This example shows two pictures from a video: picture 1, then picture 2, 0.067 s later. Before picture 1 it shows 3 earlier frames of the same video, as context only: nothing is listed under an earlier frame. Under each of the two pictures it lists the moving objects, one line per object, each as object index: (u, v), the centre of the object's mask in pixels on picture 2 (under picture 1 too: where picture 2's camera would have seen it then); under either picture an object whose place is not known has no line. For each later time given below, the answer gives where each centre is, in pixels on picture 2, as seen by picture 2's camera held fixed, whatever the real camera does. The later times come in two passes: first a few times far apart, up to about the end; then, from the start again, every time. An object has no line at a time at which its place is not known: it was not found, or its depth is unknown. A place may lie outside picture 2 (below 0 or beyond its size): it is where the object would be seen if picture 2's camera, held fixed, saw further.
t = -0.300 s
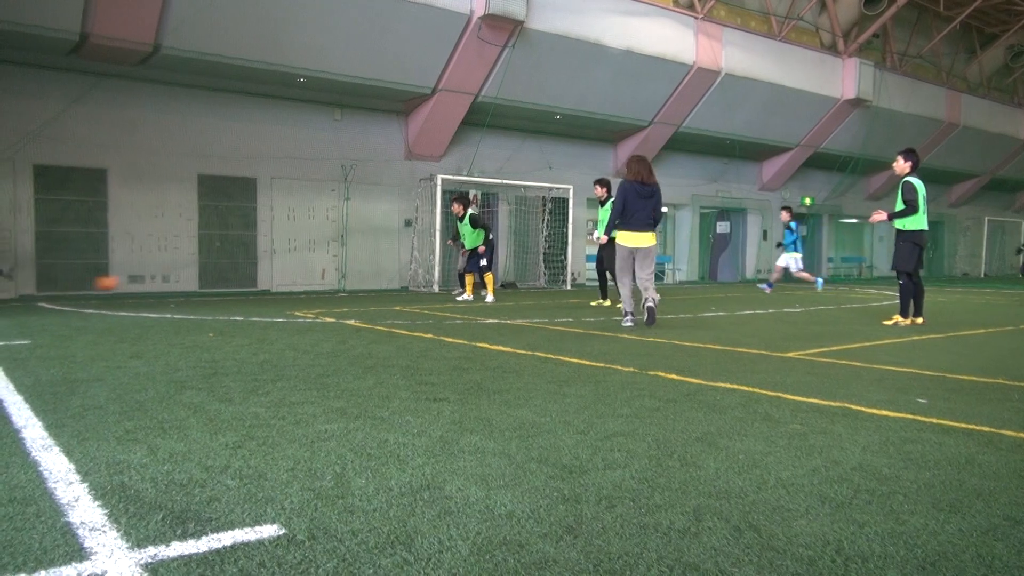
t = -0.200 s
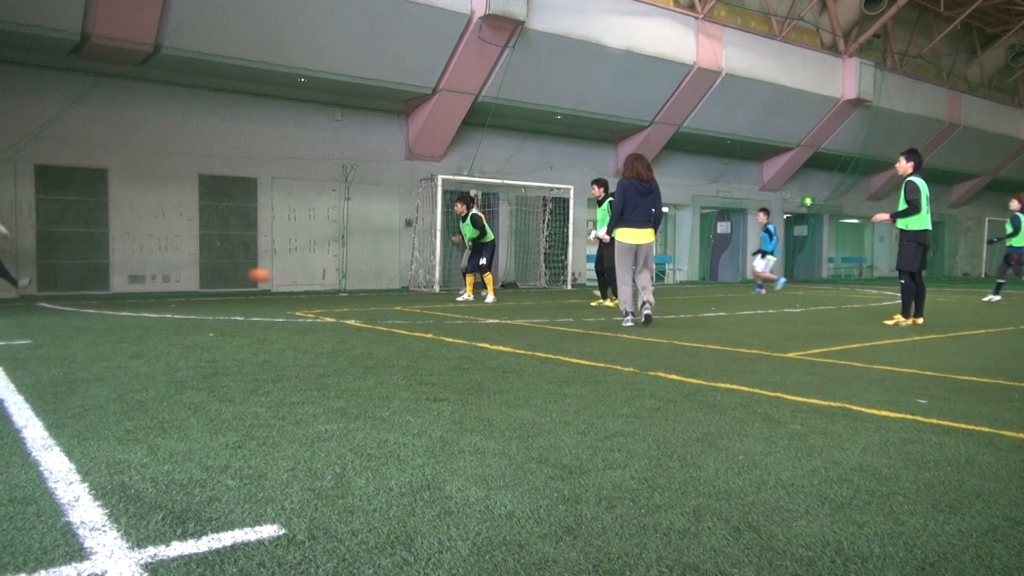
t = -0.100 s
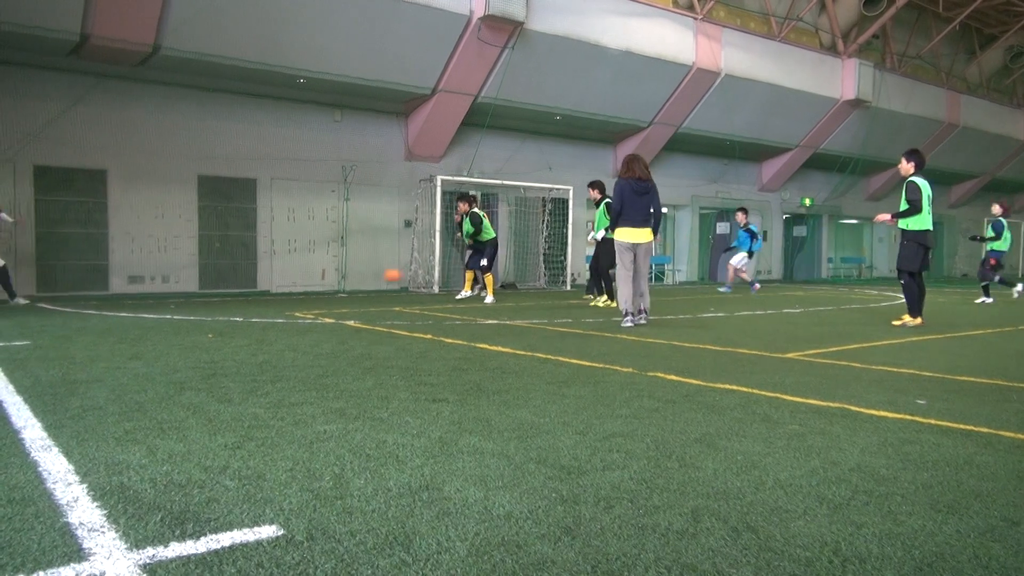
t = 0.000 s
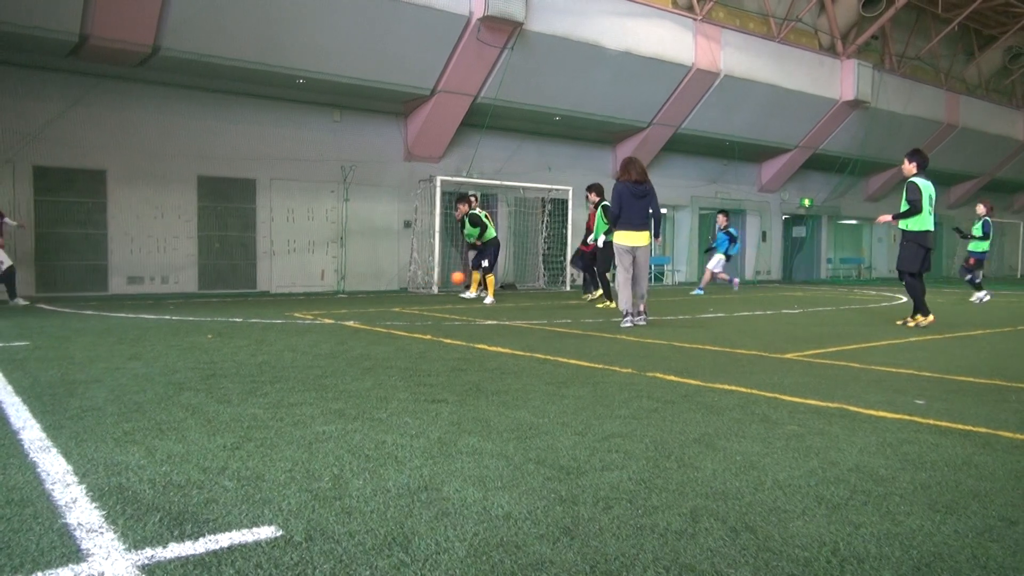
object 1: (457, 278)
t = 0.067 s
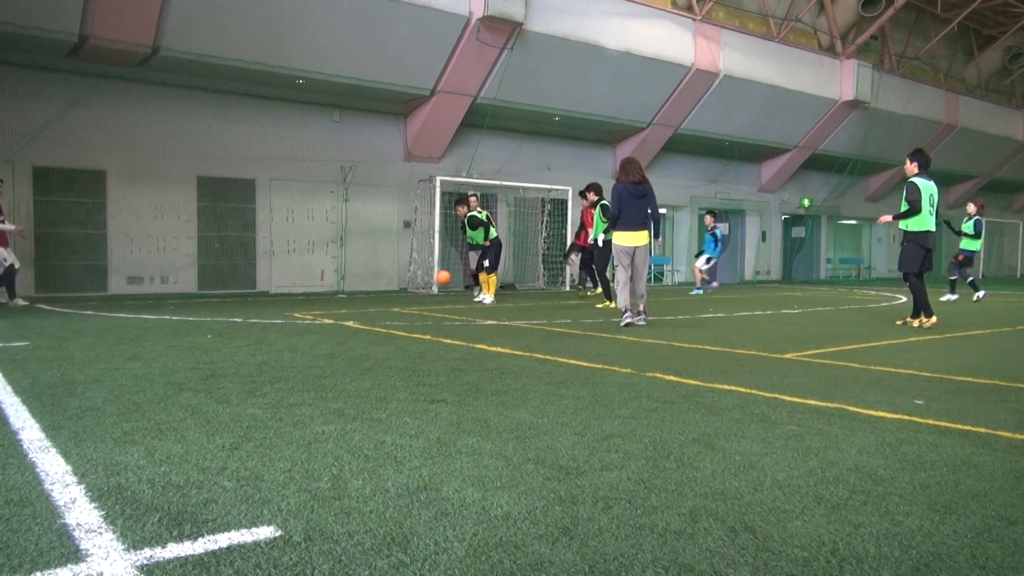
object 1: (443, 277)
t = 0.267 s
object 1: (393, 297)
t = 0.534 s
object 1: (329, 307)
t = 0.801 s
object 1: (261, 322)
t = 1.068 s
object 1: (177, 331)
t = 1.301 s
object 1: (81, 343)
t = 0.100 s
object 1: (436, 279)
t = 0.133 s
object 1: (428, 281)
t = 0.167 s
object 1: (419, 283)
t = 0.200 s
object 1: (411, 287)
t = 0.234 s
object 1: (402, 291)
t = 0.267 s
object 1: (393, 297)
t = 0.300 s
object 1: (384, 304)
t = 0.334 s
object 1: (376, 305)
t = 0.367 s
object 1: (368, 303)
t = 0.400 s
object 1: (361, 302)
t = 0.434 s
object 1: (353, 301)
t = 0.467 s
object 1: (345, 302)
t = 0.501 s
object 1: (337, 304)
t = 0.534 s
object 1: (329, 307)
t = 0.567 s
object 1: (320, 311)
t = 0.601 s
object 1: (312, 315)
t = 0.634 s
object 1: (304, 314)
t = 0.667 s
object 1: (296, 314)
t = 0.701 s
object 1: (288, 314)
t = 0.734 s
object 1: (279, 315)
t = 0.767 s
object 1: (270, 318)
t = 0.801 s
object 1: (261, 322)
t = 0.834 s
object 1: (252, 321)
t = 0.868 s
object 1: (242, 322)
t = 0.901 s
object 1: (233, 324)
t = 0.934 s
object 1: (222, 326)
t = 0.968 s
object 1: (212, 328)
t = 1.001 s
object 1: (201, 329)
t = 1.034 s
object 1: (189, 330)
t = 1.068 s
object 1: (177, 331)
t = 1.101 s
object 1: (165, 333)
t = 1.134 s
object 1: (153, 334)
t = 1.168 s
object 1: (139, 336)
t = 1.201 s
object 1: (125, 338)
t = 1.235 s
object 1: (111, 339)
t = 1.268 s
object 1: (96, 341)
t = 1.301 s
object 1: (81, 343)
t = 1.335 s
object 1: (64, 345)
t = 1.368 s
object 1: (48, 347)
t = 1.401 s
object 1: (30, 349)
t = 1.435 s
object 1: (12, 352)
